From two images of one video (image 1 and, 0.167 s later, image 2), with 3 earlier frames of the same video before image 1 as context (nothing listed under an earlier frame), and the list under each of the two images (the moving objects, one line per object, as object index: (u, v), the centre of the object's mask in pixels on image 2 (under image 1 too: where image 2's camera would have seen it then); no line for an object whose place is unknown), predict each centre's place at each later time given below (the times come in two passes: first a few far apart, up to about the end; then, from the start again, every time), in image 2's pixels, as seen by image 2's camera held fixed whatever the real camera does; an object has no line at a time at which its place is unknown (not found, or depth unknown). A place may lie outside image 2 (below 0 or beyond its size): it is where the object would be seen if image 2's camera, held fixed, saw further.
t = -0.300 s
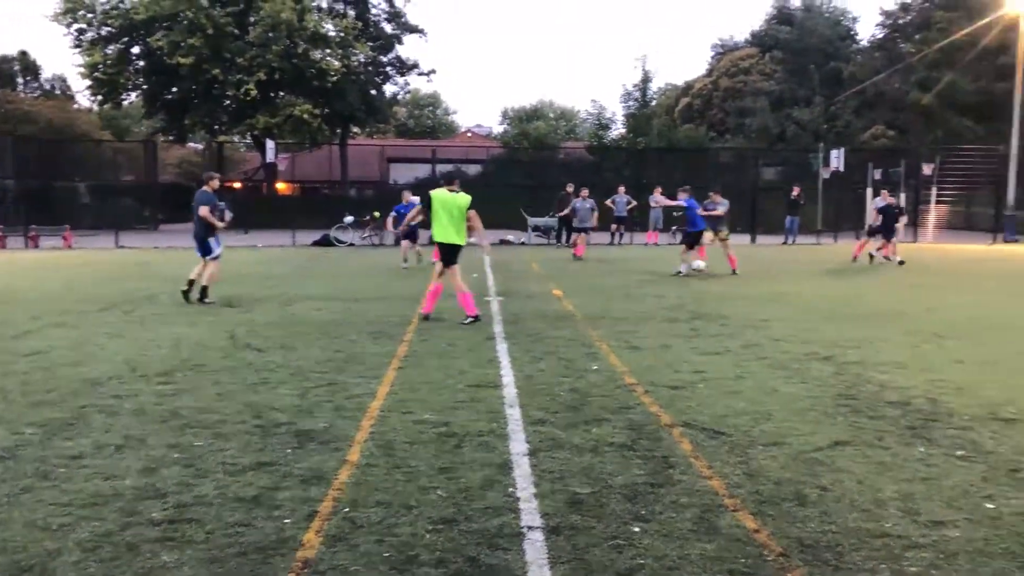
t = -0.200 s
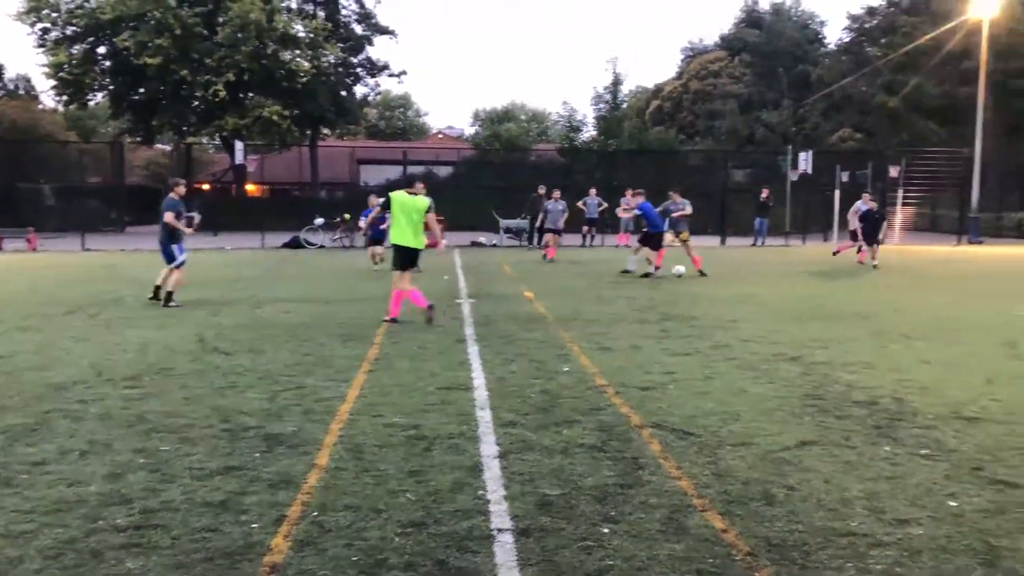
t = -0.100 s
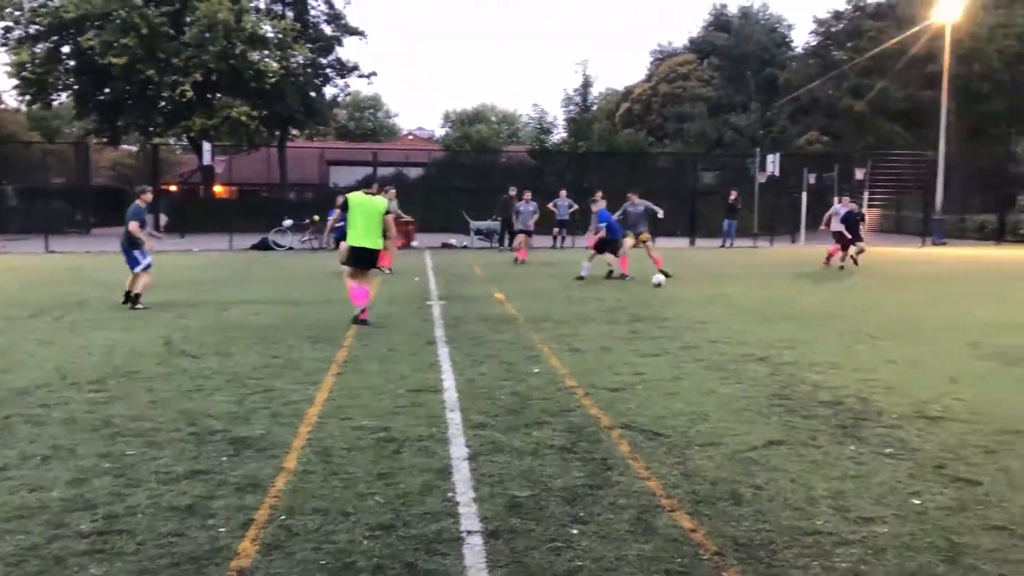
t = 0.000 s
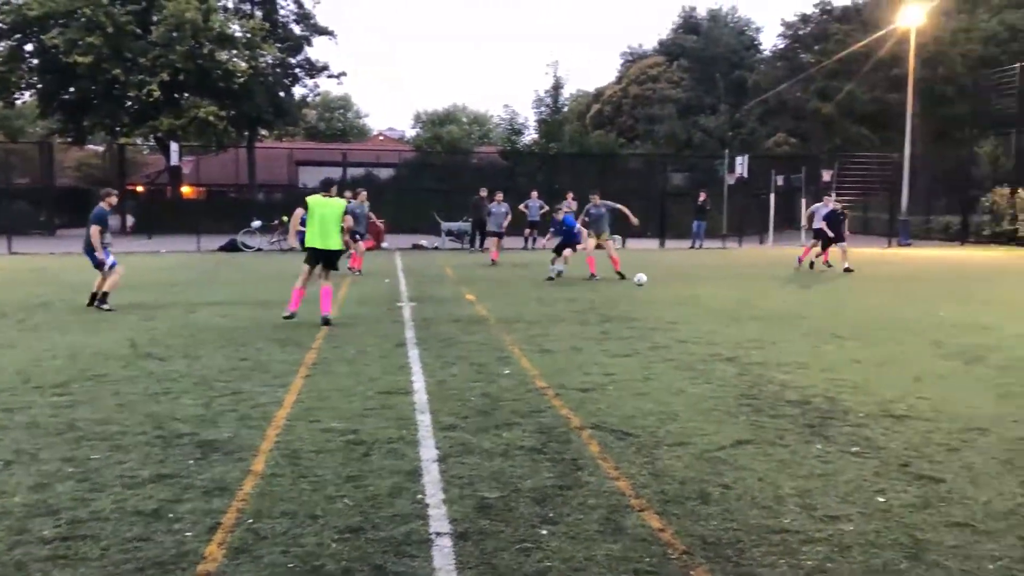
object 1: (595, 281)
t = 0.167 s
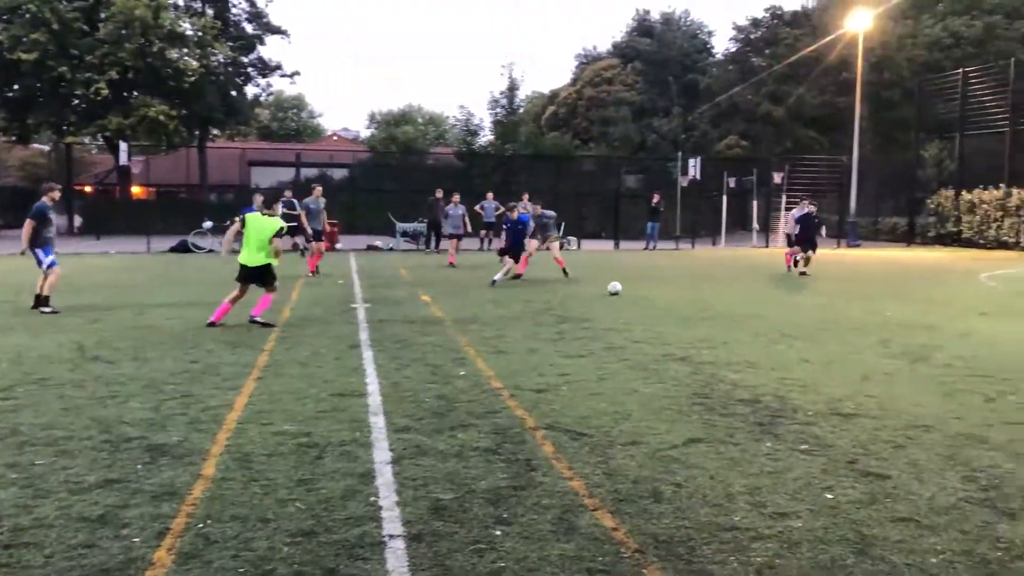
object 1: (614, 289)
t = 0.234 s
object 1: (623, 290)
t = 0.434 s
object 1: (649, 295)
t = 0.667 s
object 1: (684, 302)
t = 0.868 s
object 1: (719, 308)
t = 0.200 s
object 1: (619, 289)
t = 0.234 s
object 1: (623, 290)
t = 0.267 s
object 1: (627, 291)
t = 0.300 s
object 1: (632, 292)
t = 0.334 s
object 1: (636, 293)
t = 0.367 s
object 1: (640, 294)
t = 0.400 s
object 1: (645, 294)
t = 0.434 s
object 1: (649, 295)
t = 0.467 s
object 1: (654, 296)
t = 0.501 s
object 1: (659, 297)
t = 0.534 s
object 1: (664, 298)
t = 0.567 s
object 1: (669, 299)
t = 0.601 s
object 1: (674, 300)
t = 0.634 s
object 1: (679, 301)
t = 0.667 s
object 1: (684, 302)
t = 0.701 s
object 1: (689, 303)
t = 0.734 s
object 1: (697, 305)
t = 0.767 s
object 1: (702, 305)
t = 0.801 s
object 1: (708, 306)
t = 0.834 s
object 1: (713, 307)
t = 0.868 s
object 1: (719, 308)
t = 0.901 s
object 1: (724, 310)
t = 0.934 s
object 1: (730, 311)
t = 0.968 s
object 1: (736, 312)
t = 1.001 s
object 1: (742, 313)
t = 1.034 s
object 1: (747, 314)
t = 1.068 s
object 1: (754, 315)
